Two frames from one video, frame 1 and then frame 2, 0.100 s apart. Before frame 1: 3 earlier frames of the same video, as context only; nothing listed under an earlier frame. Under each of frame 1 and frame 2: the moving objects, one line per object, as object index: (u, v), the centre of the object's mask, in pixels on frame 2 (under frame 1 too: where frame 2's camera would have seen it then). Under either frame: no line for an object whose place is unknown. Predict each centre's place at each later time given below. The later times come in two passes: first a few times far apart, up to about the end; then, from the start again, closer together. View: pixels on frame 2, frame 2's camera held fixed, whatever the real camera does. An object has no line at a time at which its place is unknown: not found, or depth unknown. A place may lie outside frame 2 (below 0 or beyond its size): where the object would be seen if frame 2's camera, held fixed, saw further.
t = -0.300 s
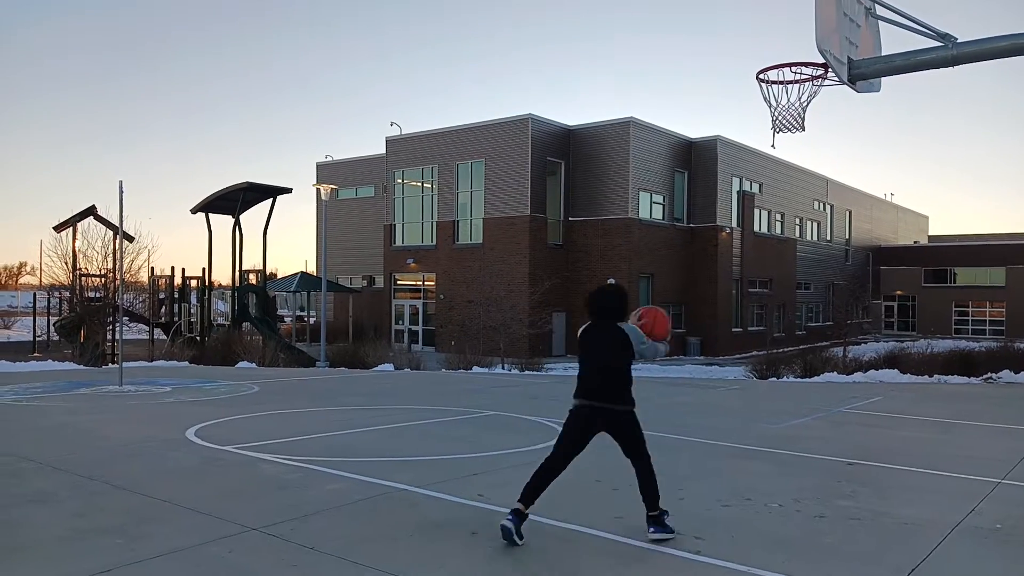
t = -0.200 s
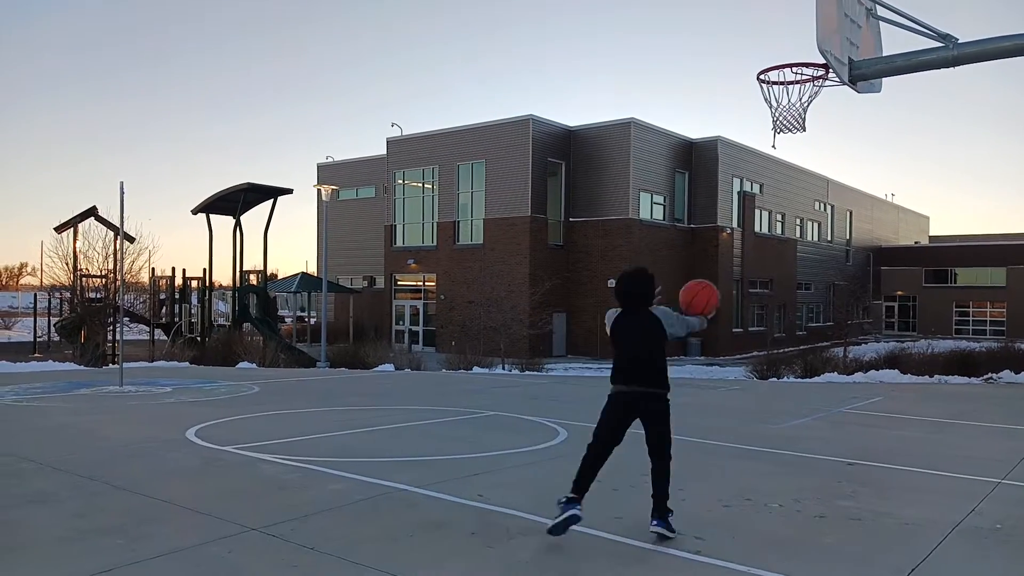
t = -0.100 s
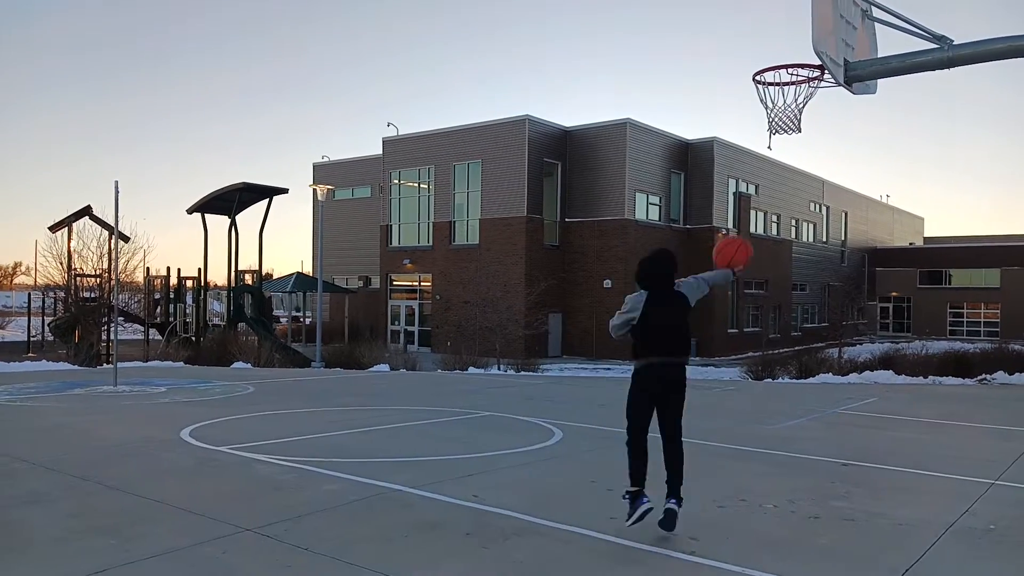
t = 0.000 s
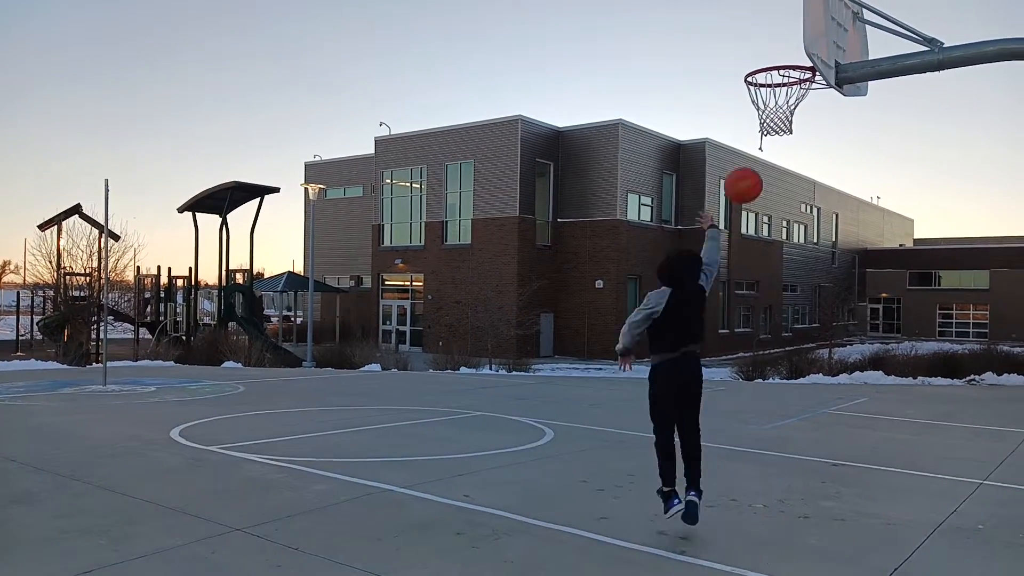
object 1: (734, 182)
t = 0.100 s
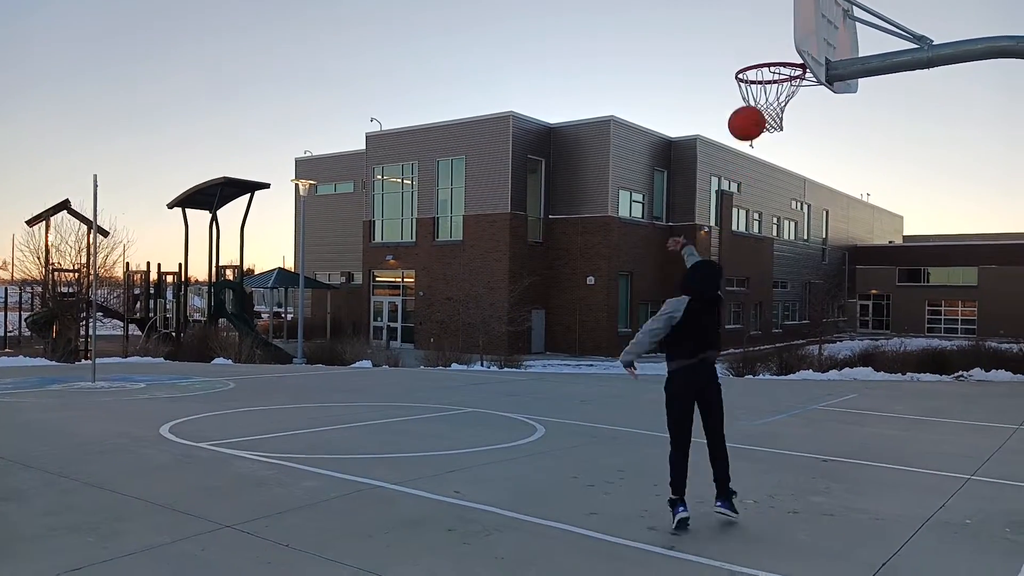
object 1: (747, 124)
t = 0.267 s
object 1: (762, 61)
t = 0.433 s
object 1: (747, 40)
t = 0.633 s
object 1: (726, 70)
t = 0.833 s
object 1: (700, 179)
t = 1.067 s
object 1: (664, 424)
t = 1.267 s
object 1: (656, 431)
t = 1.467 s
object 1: (665, 300)
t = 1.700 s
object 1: (673, 239)
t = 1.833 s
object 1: (676, 253)
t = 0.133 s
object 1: (750, 107)
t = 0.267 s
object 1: (762, 61)
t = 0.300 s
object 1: (759, 53)
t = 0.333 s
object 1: (757, 48)
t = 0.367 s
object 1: (754, 44)
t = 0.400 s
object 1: (751, 41)
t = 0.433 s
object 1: (747, 40)
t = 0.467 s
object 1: (744, 40)
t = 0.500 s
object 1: (740, 42)
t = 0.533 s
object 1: (737, 47)
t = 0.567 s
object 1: (733, 53)
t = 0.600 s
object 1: (730, 60)
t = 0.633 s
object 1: (726, 70)
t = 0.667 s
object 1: (722, 82)
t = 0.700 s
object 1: (717, 97)
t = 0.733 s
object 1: (713, 114)
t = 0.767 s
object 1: (709, 134)
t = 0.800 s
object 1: (704, 156)
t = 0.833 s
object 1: (700, 179)
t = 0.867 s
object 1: (694, 206)
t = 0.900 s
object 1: (689, 235)
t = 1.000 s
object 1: (674, 339)
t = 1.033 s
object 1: (669, 380)
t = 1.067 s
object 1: (664, 424)
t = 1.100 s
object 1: (659, 473)
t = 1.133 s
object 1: (653, 524)
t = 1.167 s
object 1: (652, 523)
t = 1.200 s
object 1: (654, 490)
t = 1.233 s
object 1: (655, 460)
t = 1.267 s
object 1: (656, 431)
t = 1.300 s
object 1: (658, 405)
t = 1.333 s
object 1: (659, 380)
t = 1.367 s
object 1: (661, 356)
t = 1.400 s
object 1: (663, 335)
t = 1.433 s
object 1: (664, 317)
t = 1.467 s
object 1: (665, 300)
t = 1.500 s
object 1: (666, 285)
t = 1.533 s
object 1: (667, 273)
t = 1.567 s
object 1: (668, 261)
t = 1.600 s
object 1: (670, 252)
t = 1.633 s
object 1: (671, 246)
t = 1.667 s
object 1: (672, 241)
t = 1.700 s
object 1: (673, 239)
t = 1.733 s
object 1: (674, 238)
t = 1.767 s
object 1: (674, 241)
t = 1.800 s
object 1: (675, 245)
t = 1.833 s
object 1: (676, 253)
